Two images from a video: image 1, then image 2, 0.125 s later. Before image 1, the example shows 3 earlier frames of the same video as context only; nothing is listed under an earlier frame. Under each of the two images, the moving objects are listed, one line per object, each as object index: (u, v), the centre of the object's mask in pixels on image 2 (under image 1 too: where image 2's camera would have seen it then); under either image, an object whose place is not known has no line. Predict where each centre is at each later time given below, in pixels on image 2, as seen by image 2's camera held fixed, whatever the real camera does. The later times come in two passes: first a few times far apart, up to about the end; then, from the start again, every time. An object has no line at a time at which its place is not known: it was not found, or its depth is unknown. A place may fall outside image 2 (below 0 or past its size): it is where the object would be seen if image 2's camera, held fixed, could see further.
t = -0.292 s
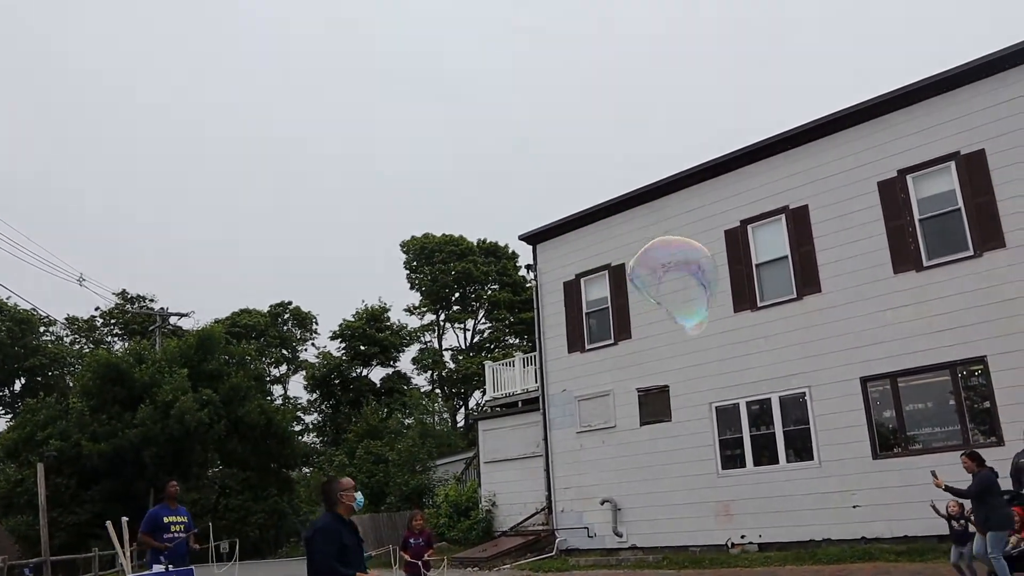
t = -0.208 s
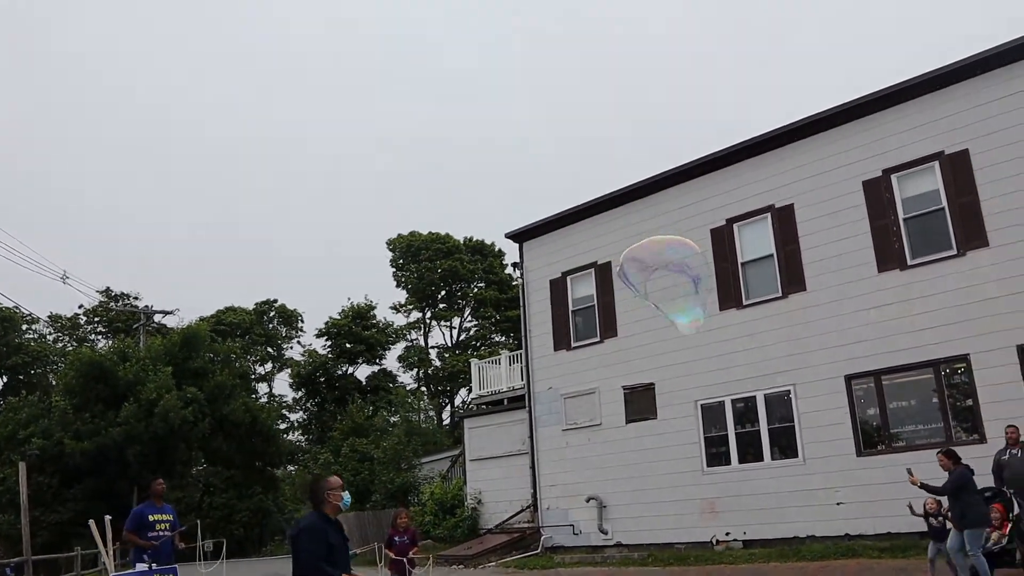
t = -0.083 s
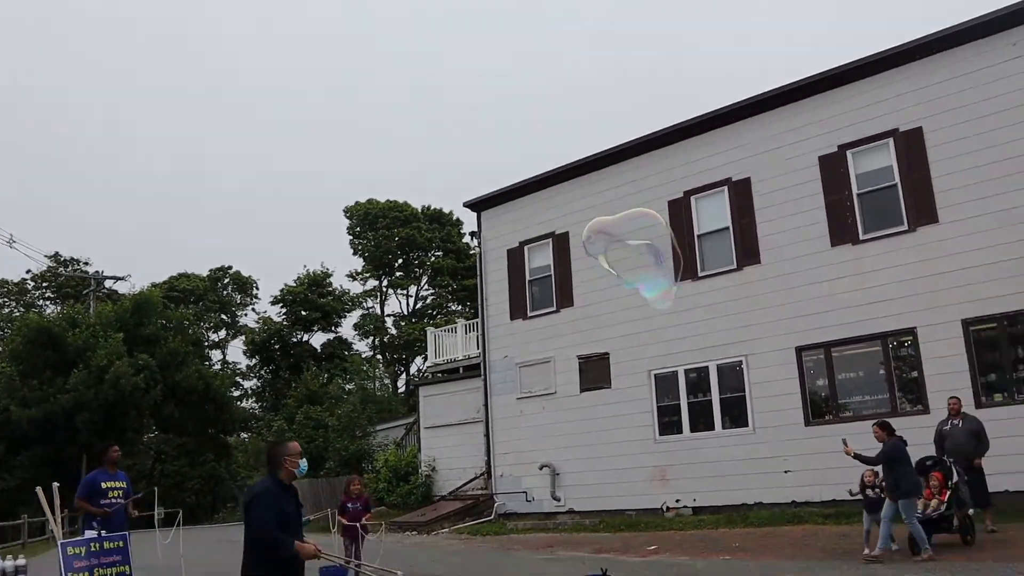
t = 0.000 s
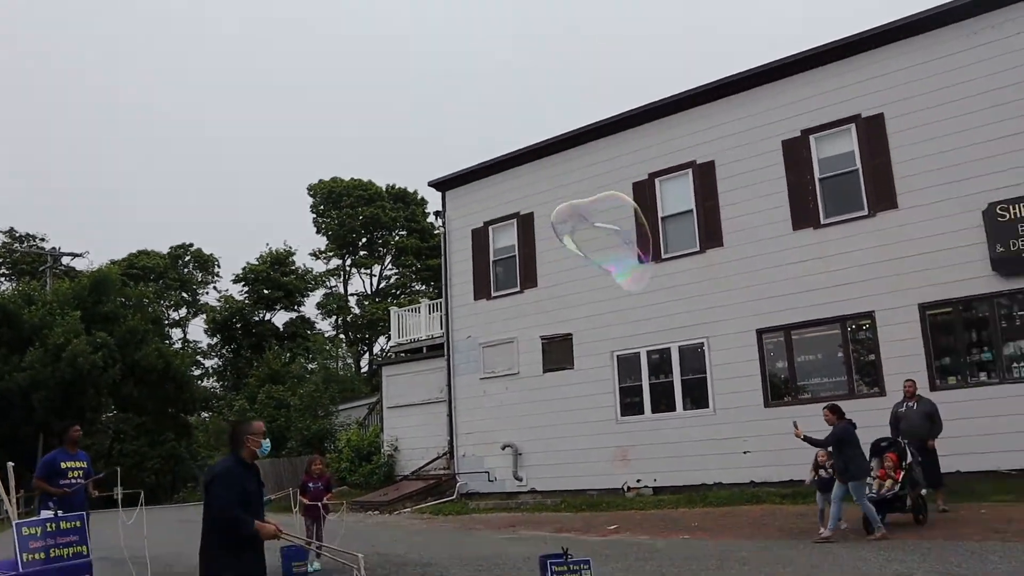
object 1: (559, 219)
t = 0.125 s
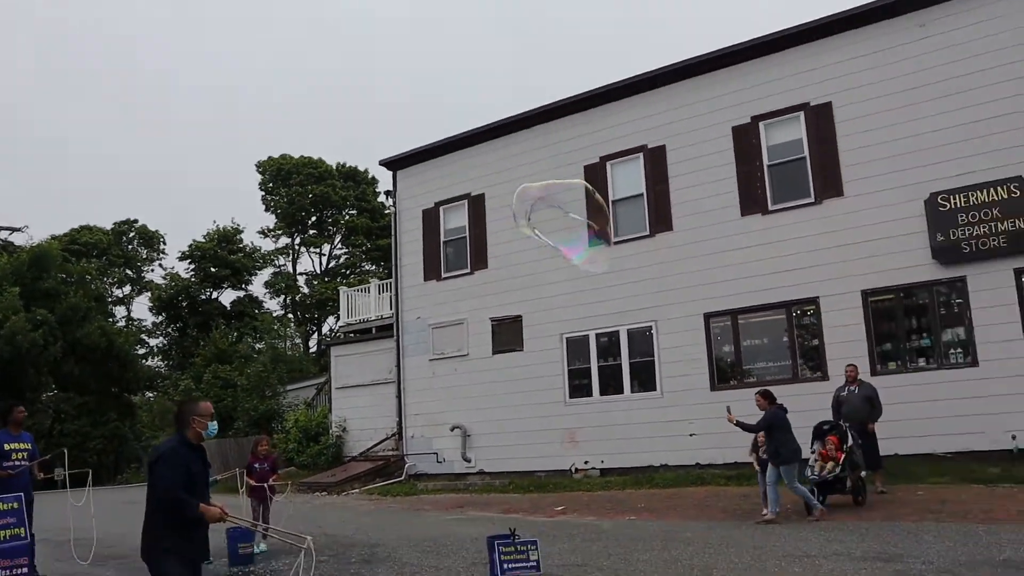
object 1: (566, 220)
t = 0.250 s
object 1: (572, 221)
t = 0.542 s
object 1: (596, 225)
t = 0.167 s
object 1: (567, 221)
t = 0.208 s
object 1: (569, 220)
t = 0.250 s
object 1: (572, 221)
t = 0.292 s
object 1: (573, 221)
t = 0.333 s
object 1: (577, 221)
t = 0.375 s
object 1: (580, 222)
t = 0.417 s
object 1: (586, 224)
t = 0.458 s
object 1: (586, 223)
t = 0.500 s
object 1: (593, 225)
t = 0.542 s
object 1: (596, 225)
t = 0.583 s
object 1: (599, 224)
